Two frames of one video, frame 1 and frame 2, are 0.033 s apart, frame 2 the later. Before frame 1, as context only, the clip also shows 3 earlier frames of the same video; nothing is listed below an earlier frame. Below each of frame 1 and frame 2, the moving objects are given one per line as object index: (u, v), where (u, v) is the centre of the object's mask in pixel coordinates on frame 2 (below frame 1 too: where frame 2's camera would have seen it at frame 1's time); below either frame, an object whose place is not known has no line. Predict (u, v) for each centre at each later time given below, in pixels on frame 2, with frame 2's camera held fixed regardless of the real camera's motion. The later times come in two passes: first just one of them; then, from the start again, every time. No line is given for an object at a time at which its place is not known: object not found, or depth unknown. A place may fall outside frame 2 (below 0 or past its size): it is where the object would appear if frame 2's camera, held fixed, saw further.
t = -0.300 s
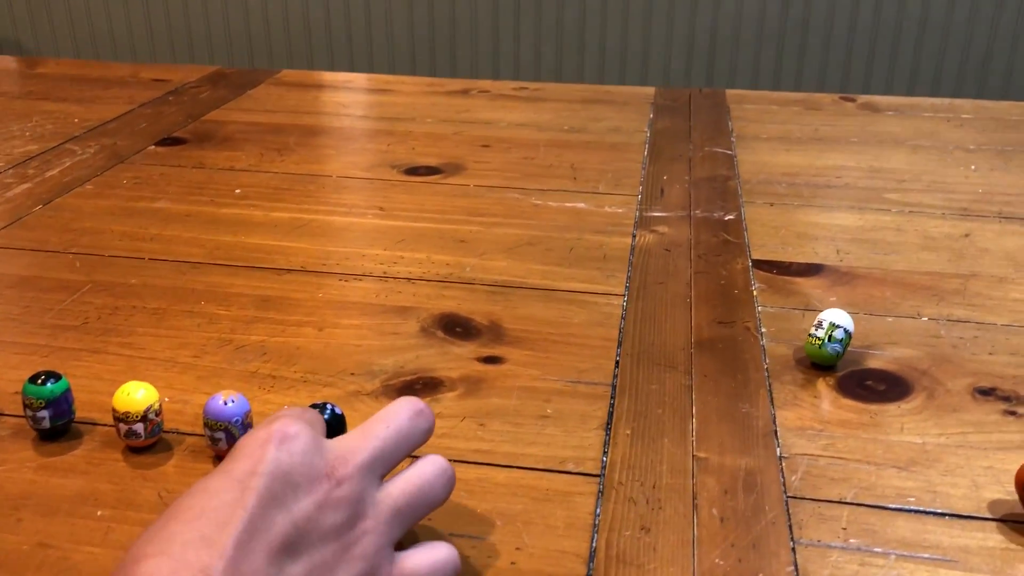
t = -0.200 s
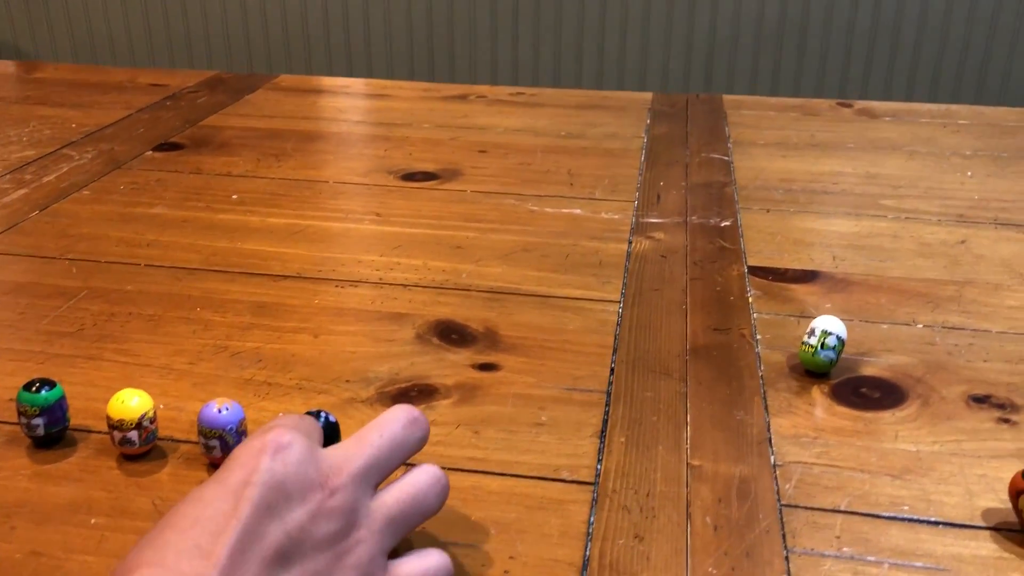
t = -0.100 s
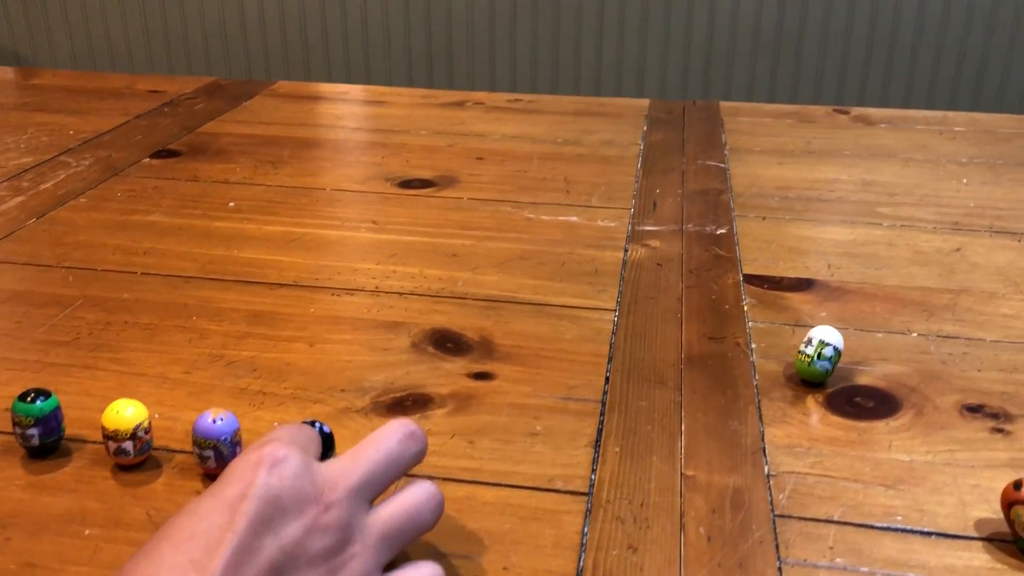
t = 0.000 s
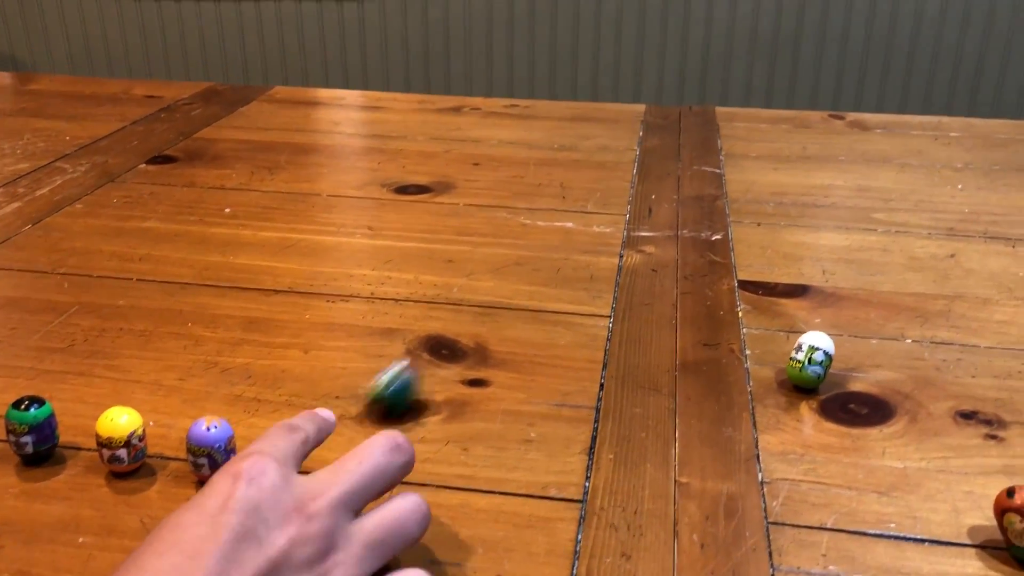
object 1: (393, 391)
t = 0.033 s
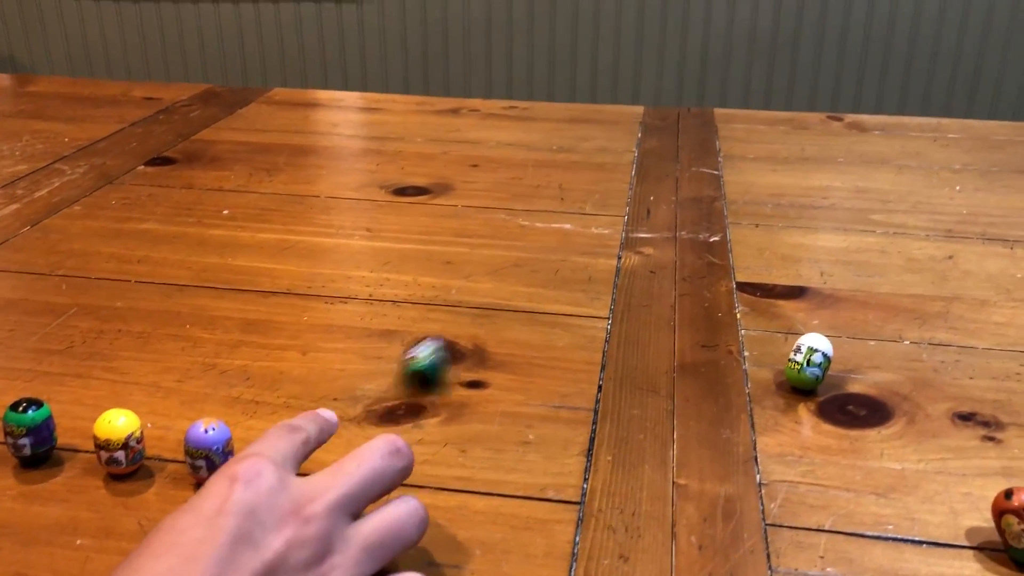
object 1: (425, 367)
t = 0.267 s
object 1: (551, 238)
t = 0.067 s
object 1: (456, 343)
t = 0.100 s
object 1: (485, 315)
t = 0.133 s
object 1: (509, 296)
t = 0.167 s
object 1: (520, 281)
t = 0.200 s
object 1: (527, 267)
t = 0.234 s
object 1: (537, 251)
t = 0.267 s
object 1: (551, 238)
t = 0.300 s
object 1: (566, 229)
